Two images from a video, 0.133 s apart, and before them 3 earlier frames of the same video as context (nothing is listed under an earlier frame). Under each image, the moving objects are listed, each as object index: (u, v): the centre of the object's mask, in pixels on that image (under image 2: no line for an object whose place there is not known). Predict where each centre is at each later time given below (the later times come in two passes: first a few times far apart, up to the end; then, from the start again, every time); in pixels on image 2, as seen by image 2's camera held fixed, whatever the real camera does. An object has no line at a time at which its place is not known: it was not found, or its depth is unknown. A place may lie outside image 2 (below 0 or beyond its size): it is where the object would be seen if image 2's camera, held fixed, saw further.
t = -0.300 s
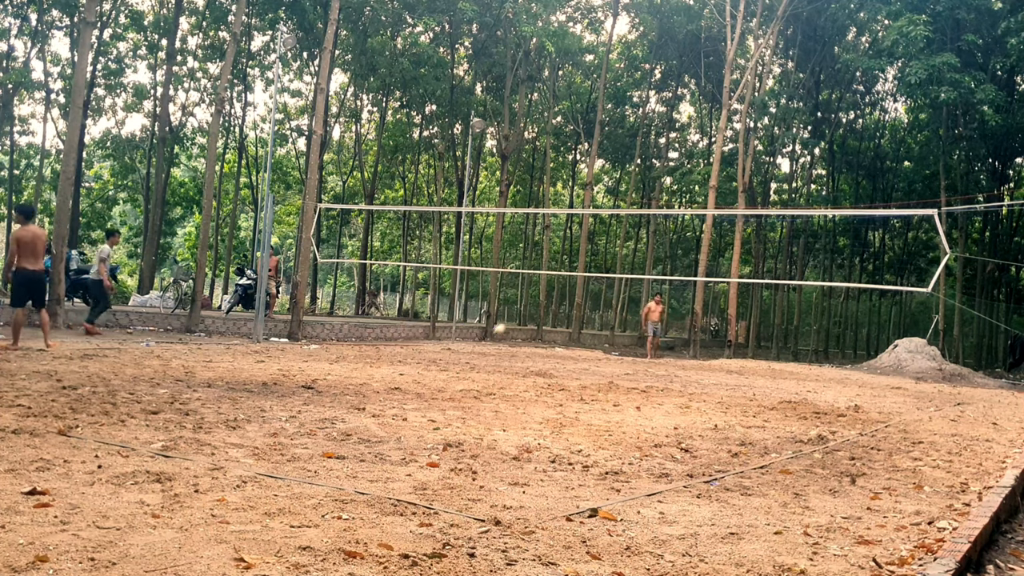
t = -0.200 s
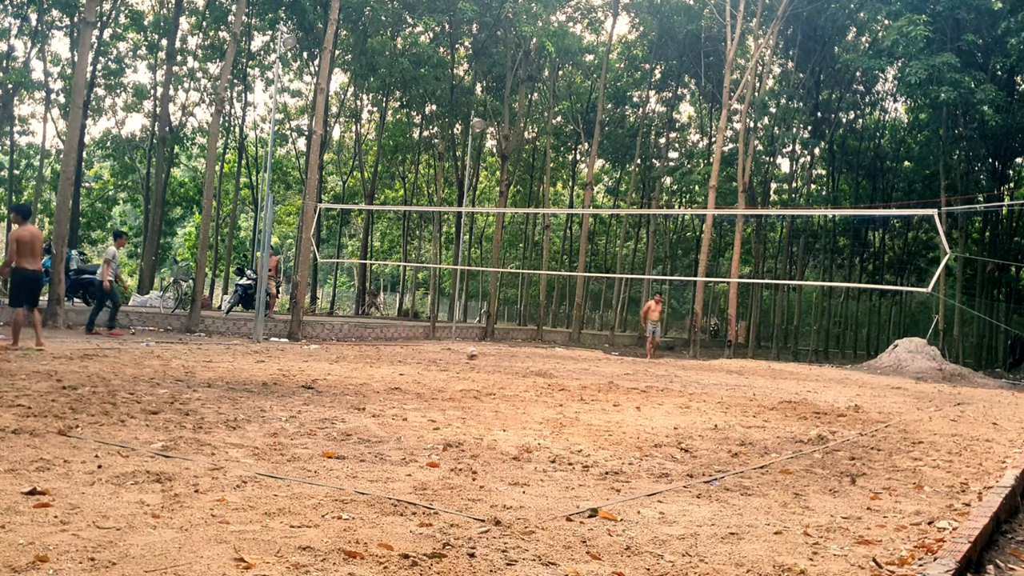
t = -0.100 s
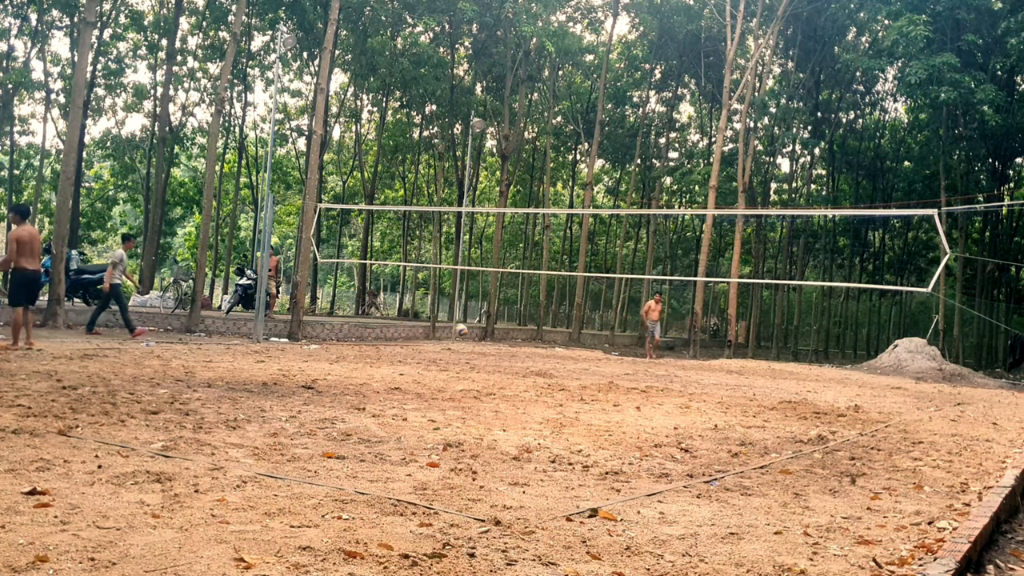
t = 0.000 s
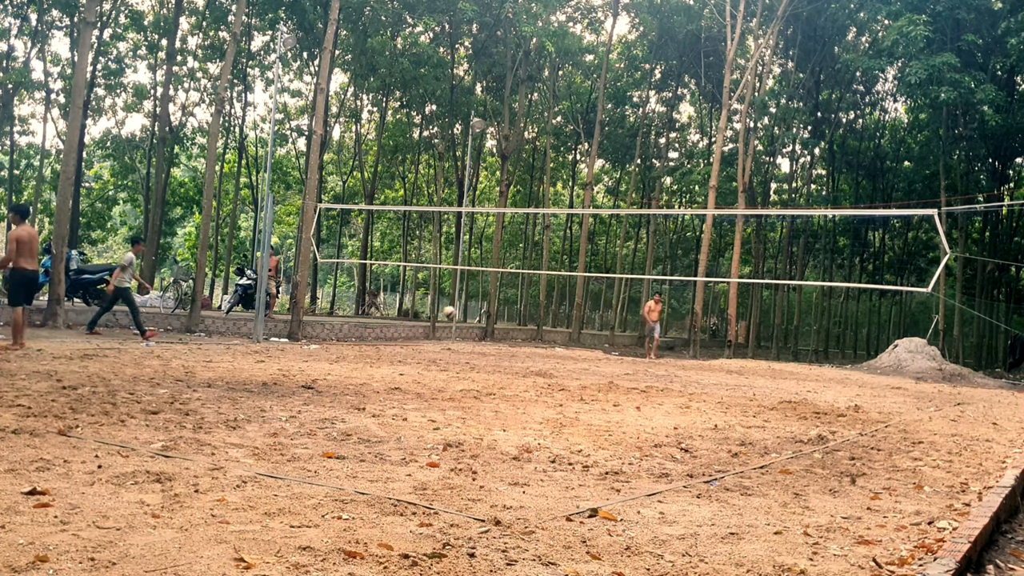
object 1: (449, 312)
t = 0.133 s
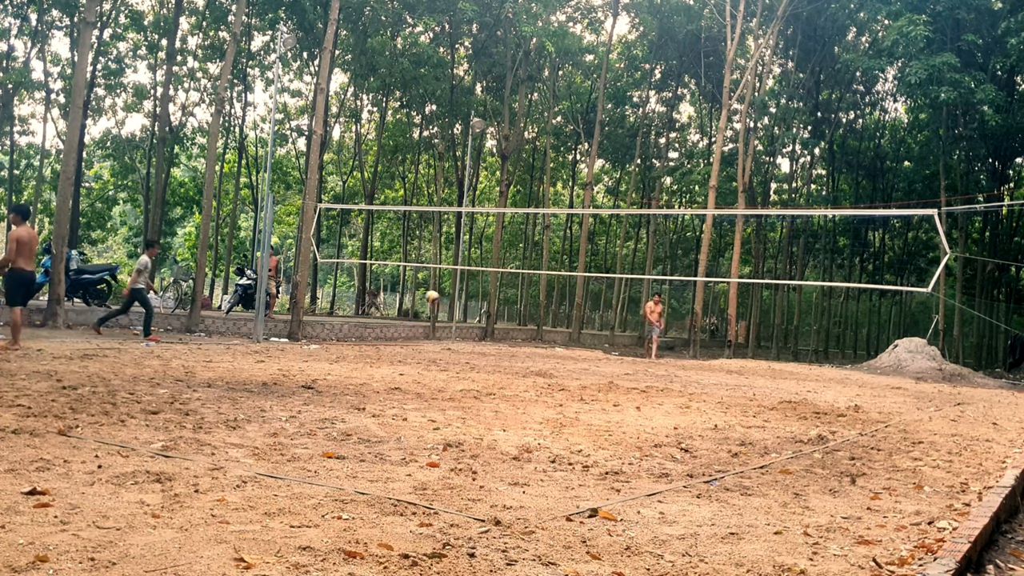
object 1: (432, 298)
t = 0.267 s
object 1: (411, 293)
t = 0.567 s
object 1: (356, 333)
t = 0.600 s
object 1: (348, 342)
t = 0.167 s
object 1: (427, 295)
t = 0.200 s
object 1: (421, 294)
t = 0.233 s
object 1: (416, 293)
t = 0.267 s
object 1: (411, 293)
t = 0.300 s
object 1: (406, 295)
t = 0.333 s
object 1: (400, 296)
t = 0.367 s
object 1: (394, 299)
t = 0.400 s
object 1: (389, 302)
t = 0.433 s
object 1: (382, 307)
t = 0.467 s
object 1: (375, 311)
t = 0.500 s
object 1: (370, 317)
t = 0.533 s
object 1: (362, 326)
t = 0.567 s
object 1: (356, 333)
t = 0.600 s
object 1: (348, 342)
